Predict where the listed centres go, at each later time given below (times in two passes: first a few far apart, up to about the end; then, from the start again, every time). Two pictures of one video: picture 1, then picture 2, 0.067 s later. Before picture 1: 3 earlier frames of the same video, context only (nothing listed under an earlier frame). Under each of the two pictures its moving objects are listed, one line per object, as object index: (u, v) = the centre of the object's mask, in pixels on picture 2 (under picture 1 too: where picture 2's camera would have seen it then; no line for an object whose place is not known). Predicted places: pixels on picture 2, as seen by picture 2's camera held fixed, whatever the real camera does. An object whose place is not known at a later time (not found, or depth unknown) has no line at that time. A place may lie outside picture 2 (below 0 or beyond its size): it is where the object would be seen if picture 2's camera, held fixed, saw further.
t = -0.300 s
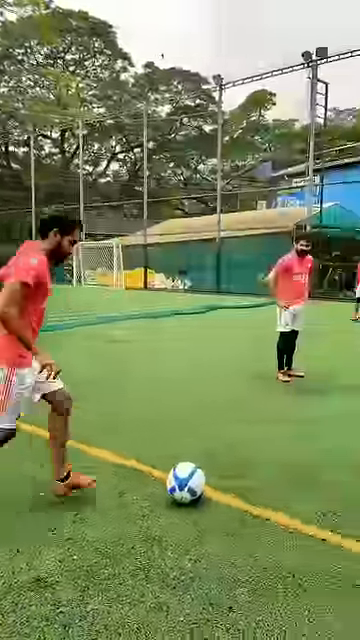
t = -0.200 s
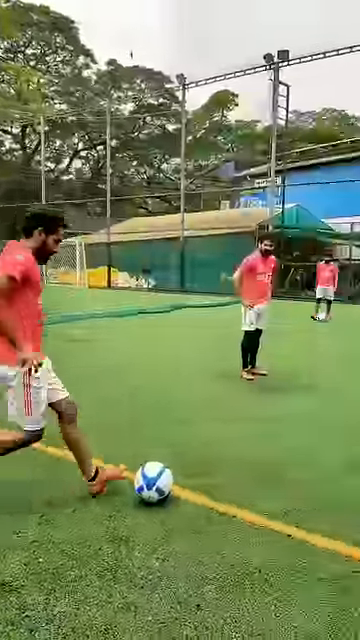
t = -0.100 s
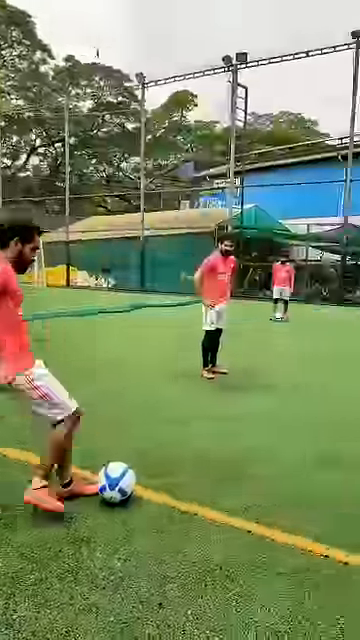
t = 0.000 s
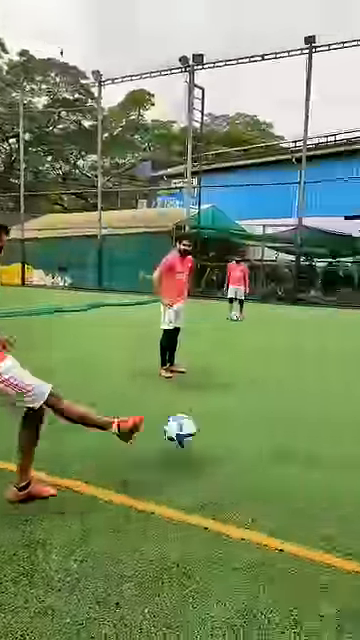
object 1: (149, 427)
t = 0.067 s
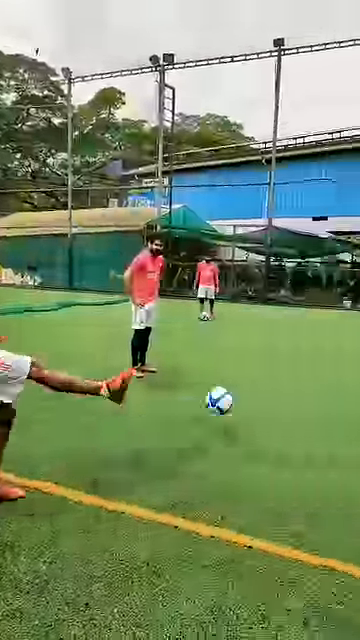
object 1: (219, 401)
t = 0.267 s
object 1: (332, 373)
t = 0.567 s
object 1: (390, 342)
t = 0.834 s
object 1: (408, 330)
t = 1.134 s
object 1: (419, 325)
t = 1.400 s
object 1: (426, 322)
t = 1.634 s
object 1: (429, 317)
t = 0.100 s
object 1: (245, 391)
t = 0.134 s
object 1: (268, 383)
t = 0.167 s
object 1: (288, 378)
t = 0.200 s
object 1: (304, 375)
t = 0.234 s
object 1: (319, 373)
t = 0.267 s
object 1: (332, 373)
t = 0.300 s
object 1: (341, 365)
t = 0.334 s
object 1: (350, 358)
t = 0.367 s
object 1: (358, 352)
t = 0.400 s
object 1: (364, 347)
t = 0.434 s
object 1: (370, 344)
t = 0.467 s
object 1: (376, 343)
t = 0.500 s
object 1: (381, 341)
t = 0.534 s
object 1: (385, 340)
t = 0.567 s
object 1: (390, 342)
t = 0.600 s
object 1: (392, 342)
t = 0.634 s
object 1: (397, 339)
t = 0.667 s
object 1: (398, 336)
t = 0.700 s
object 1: (400, 334)
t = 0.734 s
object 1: (401, 331)
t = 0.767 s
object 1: (405, 330)
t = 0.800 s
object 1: (406, 331)
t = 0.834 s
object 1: (408, 330)
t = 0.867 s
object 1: (409, 334)
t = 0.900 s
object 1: (410, 332)
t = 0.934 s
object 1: (410, 330)
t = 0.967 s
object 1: (414, 327)
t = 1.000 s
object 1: (416, 326)
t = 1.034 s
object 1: (417, 326)
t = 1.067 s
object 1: (418, 325)
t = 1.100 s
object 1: (419, 325)
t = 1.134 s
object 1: (419, 325)
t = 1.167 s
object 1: (421, 325)
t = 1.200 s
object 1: (423, 324)
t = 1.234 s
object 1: (423, 324)
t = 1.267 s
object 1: (423, 321)
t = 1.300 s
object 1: (424, 321)
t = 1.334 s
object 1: (425, 322)
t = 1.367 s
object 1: (426, 321)
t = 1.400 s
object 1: (426, 322)
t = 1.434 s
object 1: (427, 320)
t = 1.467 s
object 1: (427, 320)
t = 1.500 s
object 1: (428, 319)
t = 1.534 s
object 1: (428, 318)
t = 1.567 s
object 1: (429, 318)
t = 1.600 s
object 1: (429, 317)
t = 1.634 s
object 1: (429, 317)
